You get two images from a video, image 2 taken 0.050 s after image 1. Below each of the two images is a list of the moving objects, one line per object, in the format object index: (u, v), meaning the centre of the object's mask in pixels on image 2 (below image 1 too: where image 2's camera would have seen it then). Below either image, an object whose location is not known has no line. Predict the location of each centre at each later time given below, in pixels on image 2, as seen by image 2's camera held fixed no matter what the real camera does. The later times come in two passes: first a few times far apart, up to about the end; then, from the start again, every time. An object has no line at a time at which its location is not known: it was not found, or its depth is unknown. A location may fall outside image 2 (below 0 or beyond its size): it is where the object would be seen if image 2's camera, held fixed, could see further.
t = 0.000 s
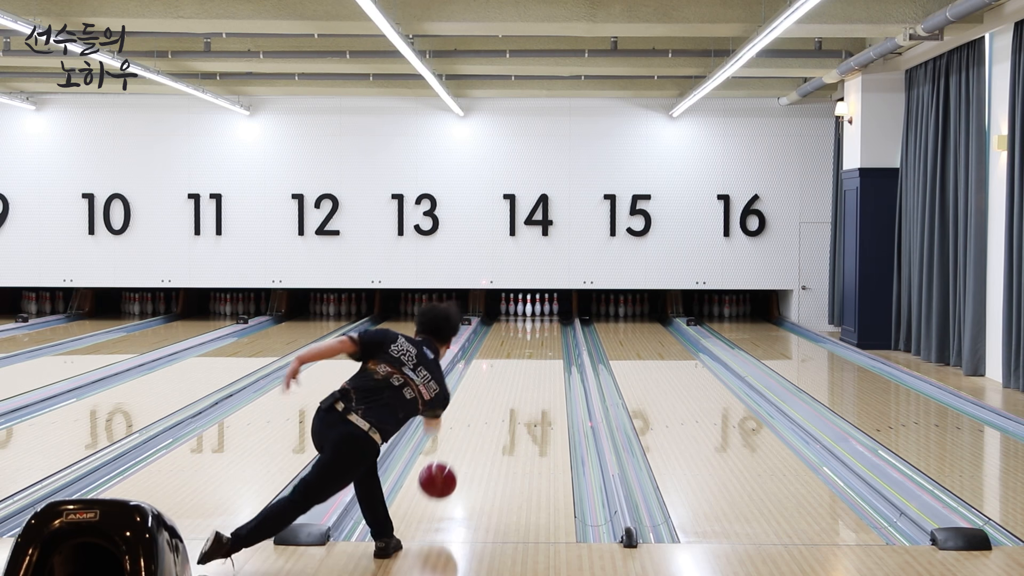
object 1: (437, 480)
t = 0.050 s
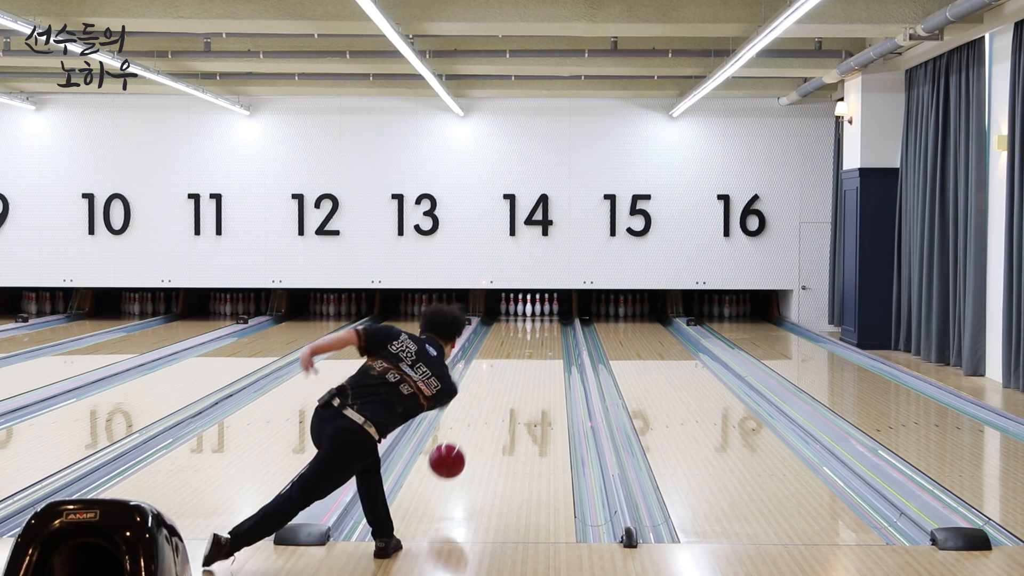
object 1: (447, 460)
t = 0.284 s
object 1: (480, 433)
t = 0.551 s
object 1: (505, 403)
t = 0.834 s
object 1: (523, 374)
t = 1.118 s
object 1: (535, 354)
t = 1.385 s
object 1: (543, 339)
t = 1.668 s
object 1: (545, 327)
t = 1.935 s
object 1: (542, 318)
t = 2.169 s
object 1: (534, 311)
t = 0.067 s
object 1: (450, 455)
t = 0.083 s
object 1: (453, 450)
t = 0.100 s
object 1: (455, 446)
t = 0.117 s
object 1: (458, 443)
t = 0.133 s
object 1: (461, 440)
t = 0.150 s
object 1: (463, 437)
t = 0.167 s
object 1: (465, 435)
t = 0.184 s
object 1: (468, 434)
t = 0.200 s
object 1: (470, 433)
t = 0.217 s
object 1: (472, 432)
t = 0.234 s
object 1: (474, 432)
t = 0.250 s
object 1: (476, 432)
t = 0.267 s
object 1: (478, 432)
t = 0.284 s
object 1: (480, 433)
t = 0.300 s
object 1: (482, 435)
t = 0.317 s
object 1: (484, 435)
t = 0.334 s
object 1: (486, 432)
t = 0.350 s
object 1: (488, 429)
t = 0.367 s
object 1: (489, 426)
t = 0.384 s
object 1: (491, 424)
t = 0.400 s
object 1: (493, 422)
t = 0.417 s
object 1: (494, 419)
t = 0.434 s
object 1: (496, 417)
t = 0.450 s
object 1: (497, 415)
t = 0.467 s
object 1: (499, 413)
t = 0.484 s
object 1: (500, 411)
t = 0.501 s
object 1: (501, 409)
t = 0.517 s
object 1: (503, 407)
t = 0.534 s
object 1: (504, 405)
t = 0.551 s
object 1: (505, 403)
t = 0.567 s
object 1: (507, 401)
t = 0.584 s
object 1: (508, 399)
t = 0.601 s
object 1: (509, 397)
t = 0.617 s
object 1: (510, 395)
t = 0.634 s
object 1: (511, 393)
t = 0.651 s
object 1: (513, 391)
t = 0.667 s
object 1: (514, 390)
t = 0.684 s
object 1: (515, 388)
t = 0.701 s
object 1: (516, 387)
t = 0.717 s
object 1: (517, 385)
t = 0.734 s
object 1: (518, 383)
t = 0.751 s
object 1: (519, 382)
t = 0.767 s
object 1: (520, 380)
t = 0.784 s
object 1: (521, 379)
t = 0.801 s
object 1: (522, 377)
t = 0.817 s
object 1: (522, 376)
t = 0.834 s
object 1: (523, 374)
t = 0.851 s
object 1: (524, 373)
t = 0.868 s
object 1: (525, 372)
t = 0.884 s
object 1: (526, 370)
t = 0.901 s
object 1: (527, 369)
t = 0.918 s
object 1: (527, 368)
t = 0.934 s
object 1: (528, 366)
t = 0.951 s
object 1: (529, 365)
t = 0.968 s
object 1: (530, 364)
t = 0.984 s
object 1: (530, 363)
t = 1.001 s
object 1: (531, 361)
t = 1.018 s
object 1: (531, 360)
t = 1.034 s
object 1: (532, 359)
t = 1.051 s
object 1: (533, 358)
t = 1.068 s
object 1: (533, 357)
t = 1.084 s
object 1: (534, 356)
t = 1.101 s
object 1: (535, 355)
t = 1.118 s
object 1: (535, 354)
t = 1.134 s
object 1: (536, 353)
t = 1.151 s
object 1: (536, 352)
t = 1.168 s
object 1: (537, 351)
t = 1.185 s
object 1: (537, 350)
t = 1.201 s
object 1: (538, 349)
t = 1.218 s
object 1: (538, 348)
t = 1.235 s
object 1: (539, 347)
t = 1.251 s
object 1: (539, 346)
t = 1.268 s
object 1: (540, 345)
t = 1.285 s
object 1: (540, 344)
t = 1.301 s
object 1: (541, 344)
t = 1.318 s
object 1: (541, 343)
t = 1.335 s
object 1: (542, 342)
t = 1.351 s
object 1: (542, 341)
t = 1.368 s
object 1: (542, 340)
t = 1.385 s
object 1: (543, 339)
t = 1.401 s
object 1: (543, 338)
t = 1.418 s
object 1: (543, 338)
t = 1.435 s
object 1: (544, 337)
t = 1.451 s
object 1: (544, 336)
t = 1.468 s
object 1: (544, 335)
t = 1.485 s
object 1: (544, 335)
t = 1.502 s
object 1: (544, 334)
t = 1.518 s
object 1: (545, 333)
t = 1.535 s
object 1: (545, 332)
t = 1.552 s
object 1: (545, 332)
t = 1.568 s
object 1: (545, 331)
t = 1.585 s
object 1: (545, 330)
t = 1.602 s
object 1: (545, 330)
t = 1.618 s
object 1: (546, 329)
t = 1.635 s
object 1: (546, 328)
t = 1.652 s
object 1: (546, 328)
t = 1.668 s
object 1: (545, 327)
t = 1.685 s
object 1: (545, 327)
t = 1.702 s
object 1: (545, 326)
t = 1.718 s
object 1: (545, 325)
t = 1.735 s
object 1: (545, 325)
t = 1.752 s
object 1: (545, 324)
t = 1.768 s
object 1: (545, 324)
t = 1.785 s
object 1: (545, 323)
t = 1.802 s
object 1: (544, 322)
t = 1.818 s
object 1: (544, 322)
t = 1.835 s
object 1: (544, 321)
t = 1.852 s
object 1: (543, 321)
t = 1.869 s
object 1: (543, 320)
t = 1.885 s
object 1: (543, 320)
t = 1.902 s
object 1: (542, 319)
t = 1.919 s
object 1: (542, 319)
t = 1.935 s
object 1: (542, 318)
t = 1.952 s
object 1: (541, 318)
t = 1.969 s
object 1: (541, 317)
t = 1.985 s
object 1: (540, 317)
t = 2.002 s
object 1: (540, 316)
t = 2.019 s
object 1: (539, 316)
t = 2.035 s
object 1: (539, 315)
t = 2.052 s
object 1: (538, 315)
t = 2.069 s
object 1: (538, 315)
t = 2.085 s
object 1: (537, 314)
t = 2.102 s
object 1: (537, 314)
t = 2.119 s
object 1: (536, 313)
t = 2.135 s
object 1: (536, 313)
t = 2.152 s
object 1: (535, 312)
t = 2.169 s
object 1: (534, 311)
